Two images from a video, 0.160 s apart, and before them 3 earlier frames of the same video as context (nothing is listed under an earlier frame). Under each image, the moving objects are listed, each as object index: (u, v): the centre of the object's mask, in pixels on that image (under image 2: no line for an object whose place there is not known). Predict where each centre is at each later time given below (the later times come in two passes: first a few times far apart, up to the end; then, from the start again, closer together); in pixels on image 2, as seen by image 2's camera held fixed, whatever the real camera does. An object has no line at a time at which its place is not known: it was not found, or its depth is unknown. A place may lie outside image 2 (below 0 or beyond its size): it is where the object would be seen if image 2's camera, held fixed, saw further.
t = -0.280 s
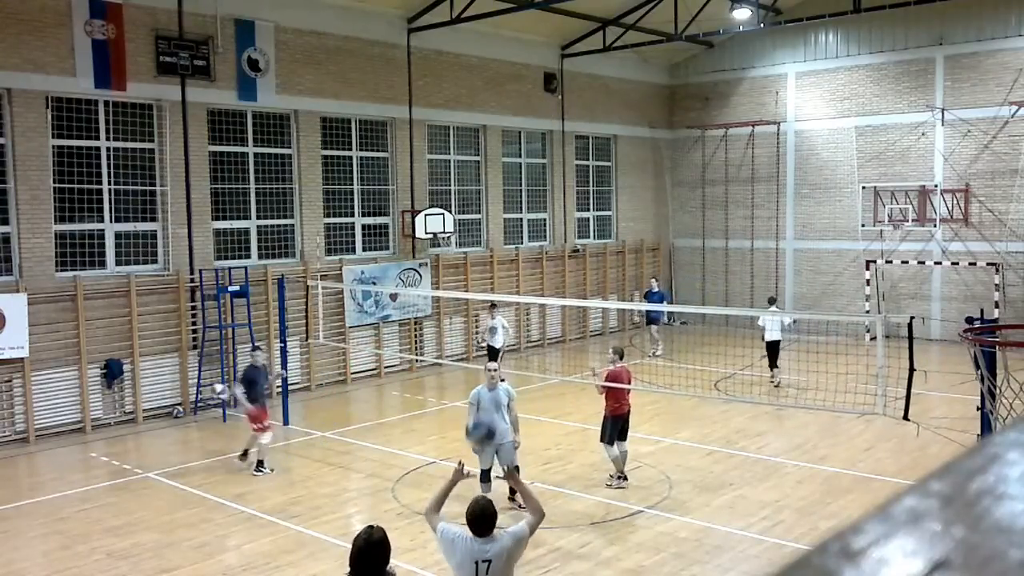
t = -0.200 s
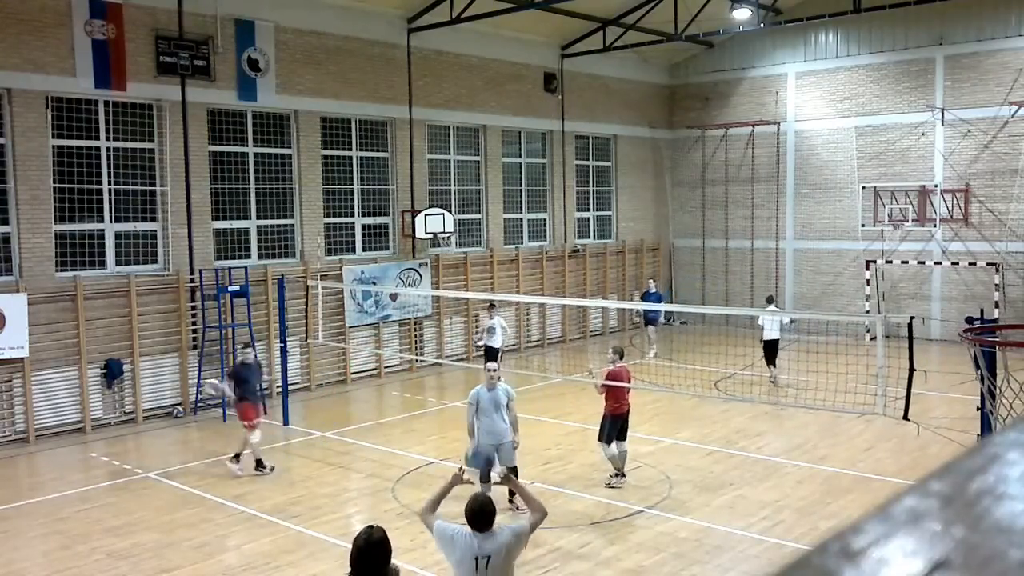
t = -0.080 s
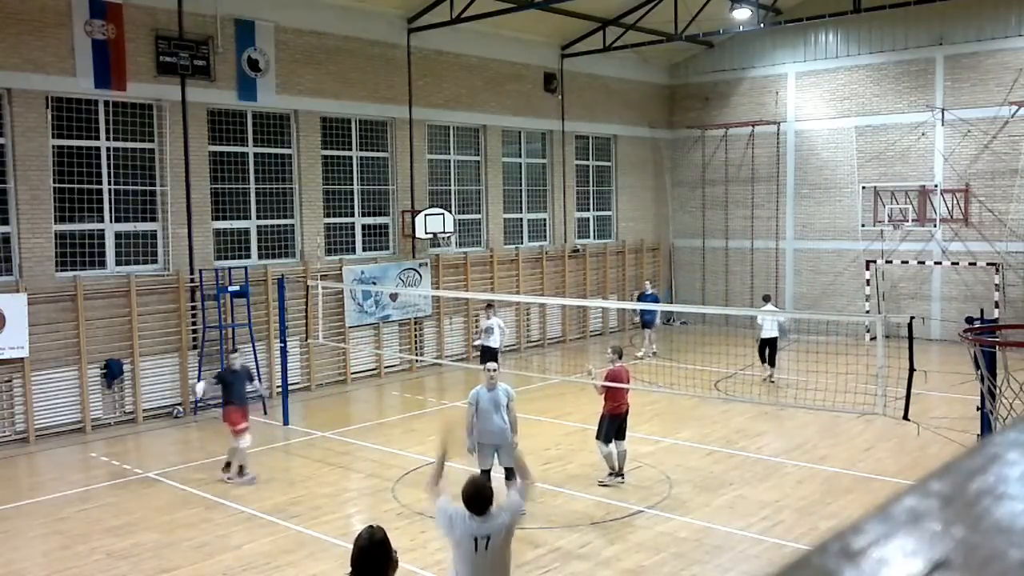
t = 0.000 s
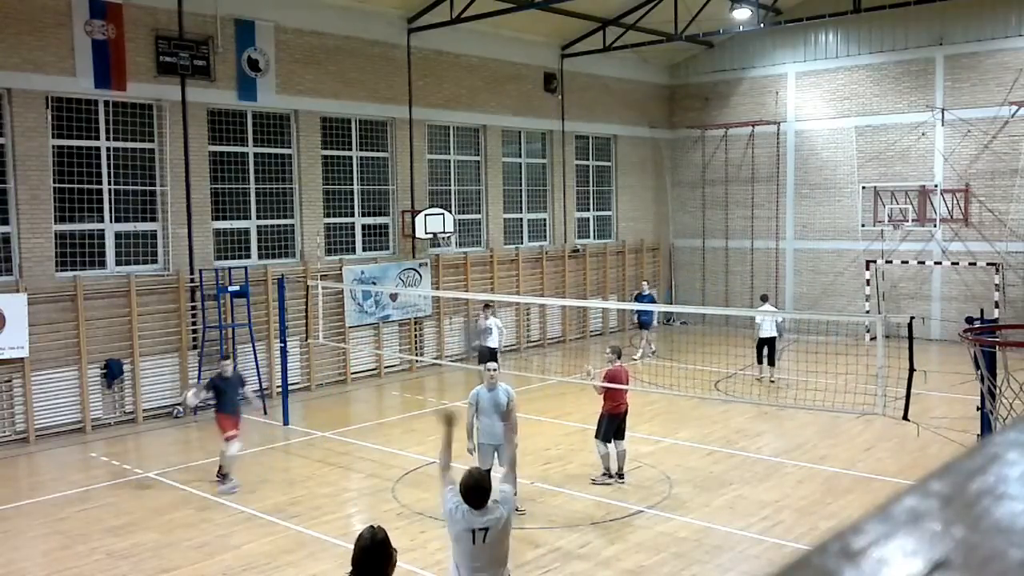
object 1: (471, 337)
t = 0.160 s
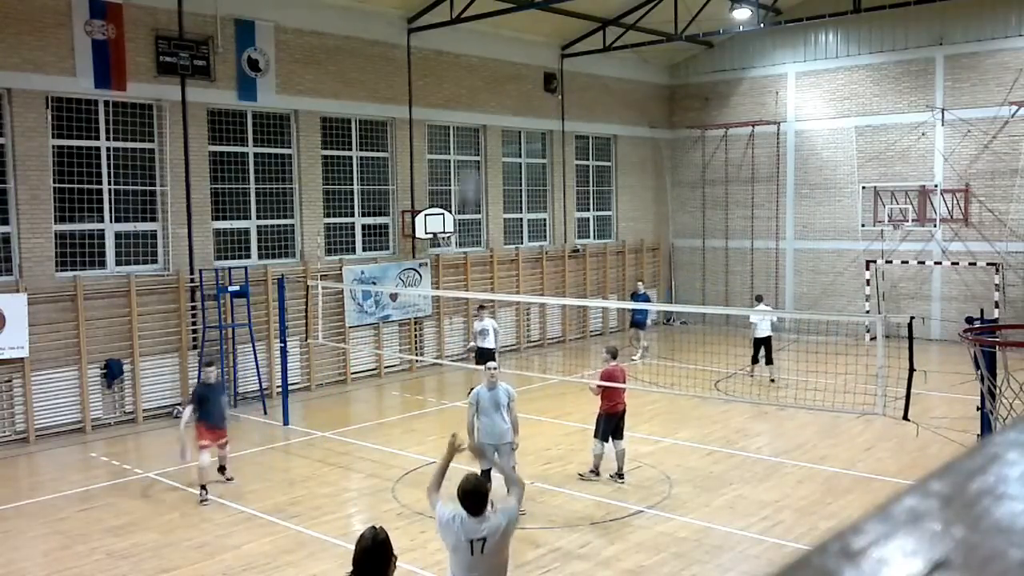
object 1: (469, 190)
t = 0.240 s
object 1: (468, 141)
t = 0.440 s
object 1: (467, 58)
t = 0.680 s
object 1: (466, 36)
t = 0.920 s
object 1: (467, 73)
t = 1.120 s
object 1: (469, 141)
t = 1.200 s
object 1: (470, 177)
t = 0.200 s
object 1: (467, 163)
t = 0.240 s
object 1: (468, 141)
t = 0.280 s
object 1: (469, 117)
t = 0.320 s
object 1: (467, 99)
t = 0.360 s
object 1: (467, 83)
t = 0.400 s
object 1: (467, 69)
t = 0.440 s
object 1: (467, 58)
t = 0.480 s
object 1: (467, 50)
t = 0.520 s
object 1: (466, 43)
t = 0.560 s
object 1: (466, 39)
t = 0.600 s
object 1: (467, 36)
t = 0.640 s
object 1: (466, 36)
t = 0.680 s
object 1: (466, 36)
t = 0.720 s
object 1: (466, 38)
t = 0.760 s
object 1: (467, 41)
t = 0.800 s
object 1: (467, 47)
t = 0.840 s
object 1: (467, 53)
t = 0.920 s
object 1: (467, 73)
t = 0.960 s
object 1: (468, 84)
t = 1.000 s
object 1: (468, 95)
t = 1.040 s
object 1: (468, 111)
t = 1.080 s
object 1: (470, 125)
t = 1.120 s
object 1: (469, 141)
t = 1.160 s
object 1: (470, 158)
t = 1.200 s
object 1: (470, 177)
